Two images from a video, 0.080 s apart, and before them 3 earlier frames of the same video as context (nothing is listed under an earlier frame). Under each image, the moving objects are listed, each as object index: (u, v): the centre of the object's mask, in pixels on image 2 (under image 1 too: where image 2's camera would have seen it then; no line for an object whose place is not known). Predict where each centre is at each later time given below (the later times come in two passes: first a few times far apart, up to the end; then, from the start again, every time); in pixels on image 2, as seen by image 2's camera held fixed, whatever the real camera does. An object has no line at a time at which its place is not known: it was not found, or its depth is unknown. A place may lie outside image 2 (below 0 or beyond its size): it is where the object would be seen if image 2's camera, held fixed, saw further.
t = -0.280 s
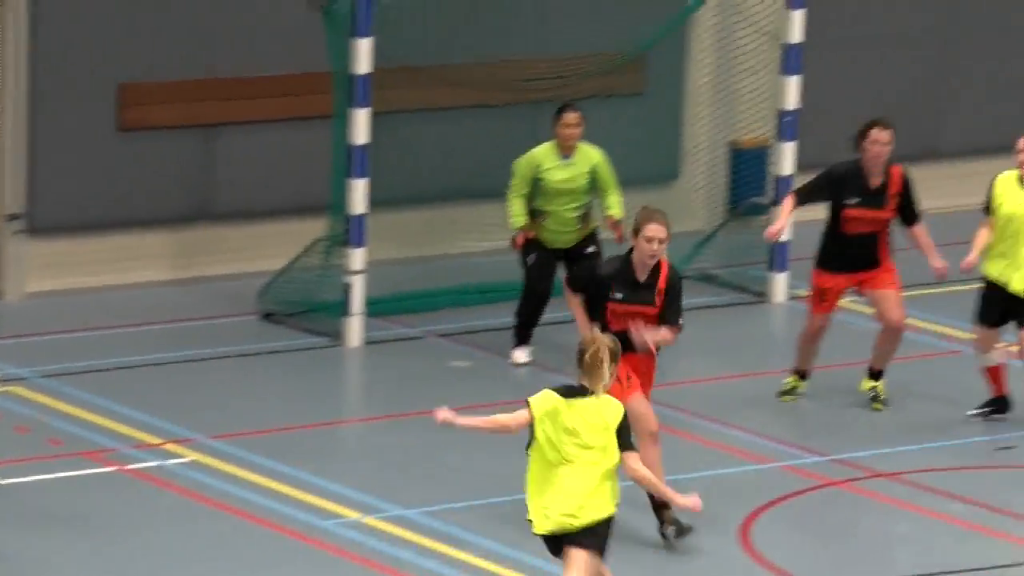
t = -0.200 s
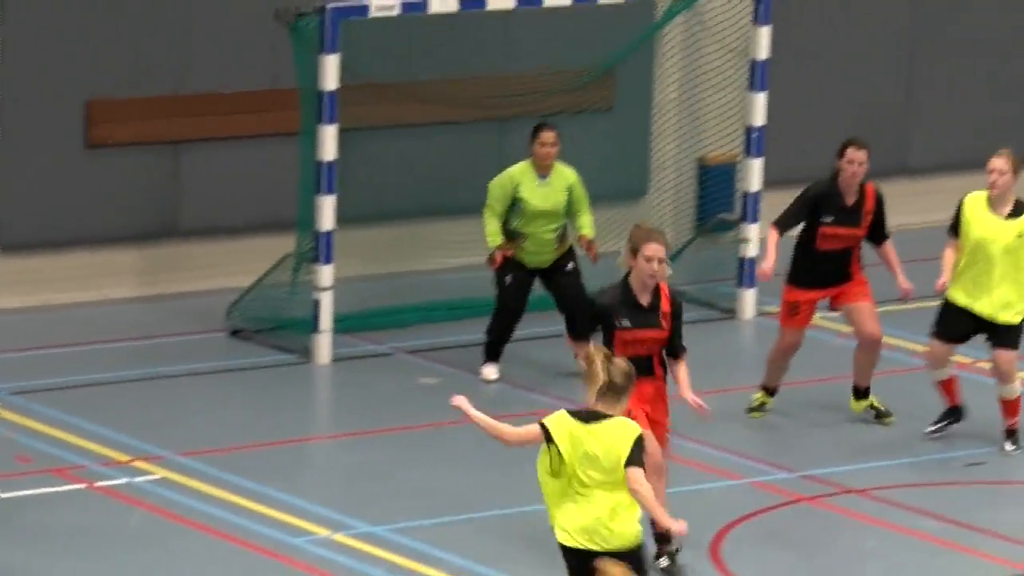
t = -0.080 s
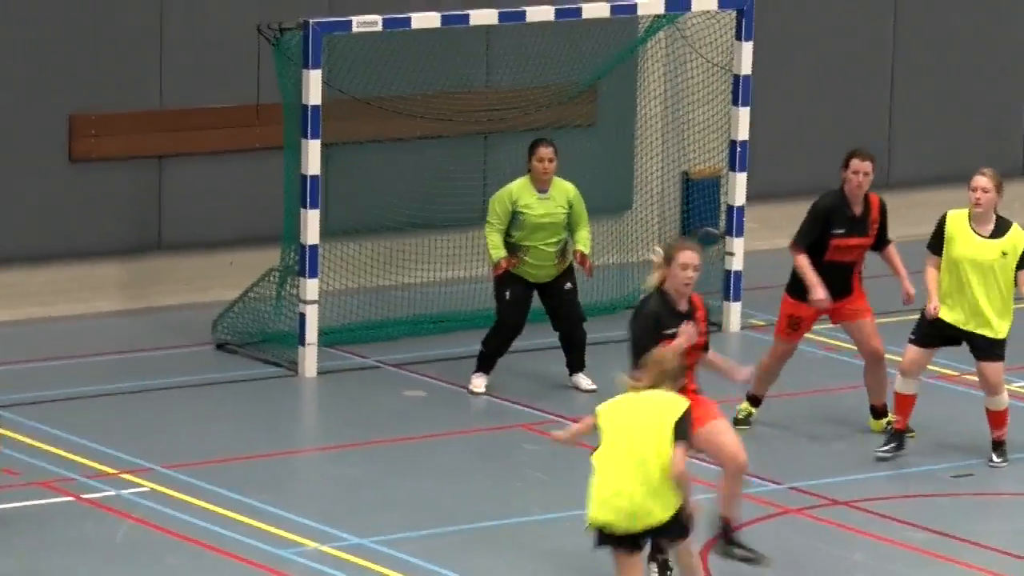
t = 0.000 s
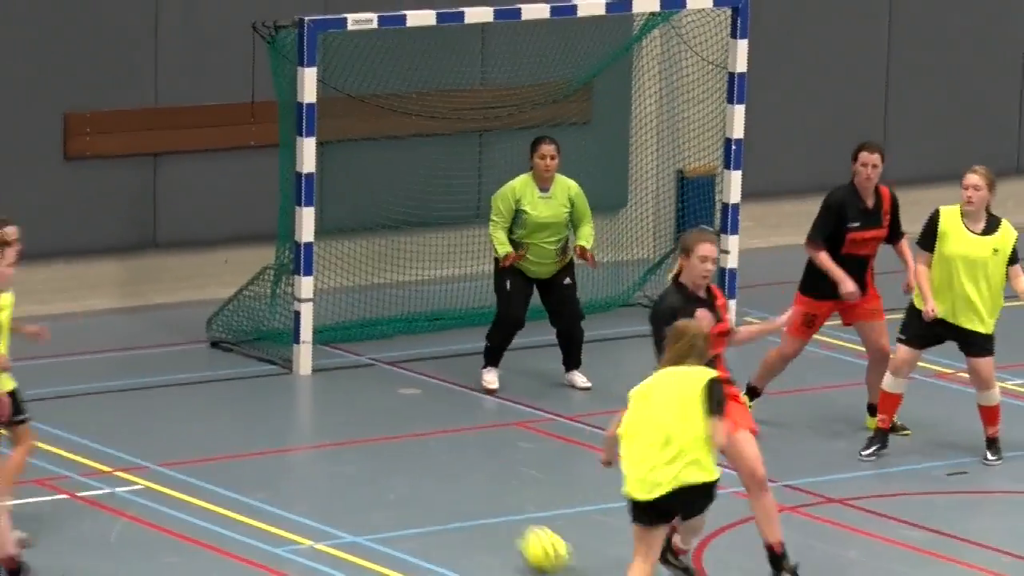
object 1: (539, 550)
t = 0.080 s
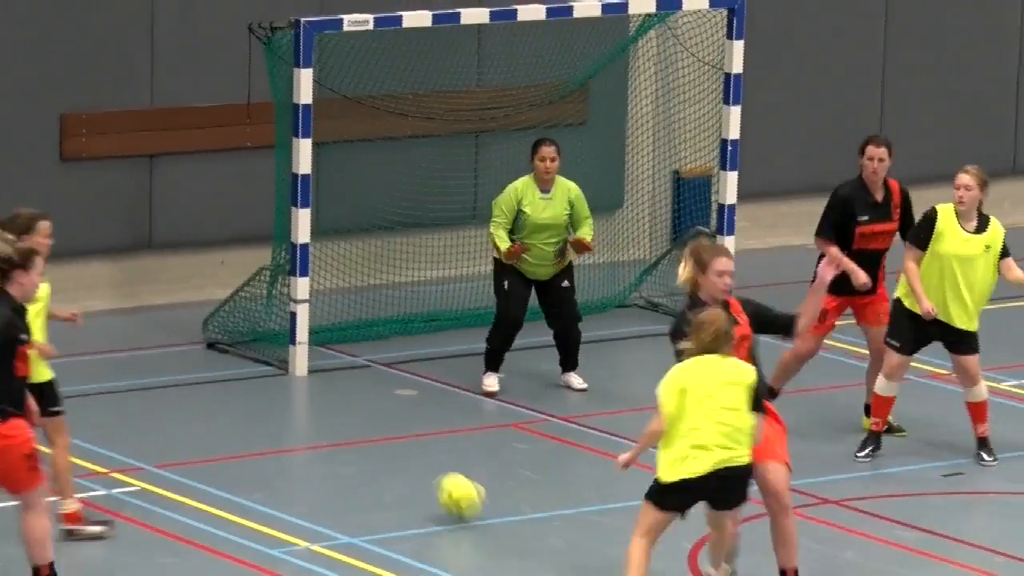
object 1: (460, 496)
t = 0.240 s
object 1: (313, 417)
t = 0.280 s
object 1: (281, 403)
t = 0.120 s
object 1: (418, 474)
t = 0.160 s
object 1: (381, 456)
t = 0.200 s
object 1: (348, 434)
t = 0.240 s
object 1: (313, 417)
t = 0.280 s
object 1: (281, 403)
